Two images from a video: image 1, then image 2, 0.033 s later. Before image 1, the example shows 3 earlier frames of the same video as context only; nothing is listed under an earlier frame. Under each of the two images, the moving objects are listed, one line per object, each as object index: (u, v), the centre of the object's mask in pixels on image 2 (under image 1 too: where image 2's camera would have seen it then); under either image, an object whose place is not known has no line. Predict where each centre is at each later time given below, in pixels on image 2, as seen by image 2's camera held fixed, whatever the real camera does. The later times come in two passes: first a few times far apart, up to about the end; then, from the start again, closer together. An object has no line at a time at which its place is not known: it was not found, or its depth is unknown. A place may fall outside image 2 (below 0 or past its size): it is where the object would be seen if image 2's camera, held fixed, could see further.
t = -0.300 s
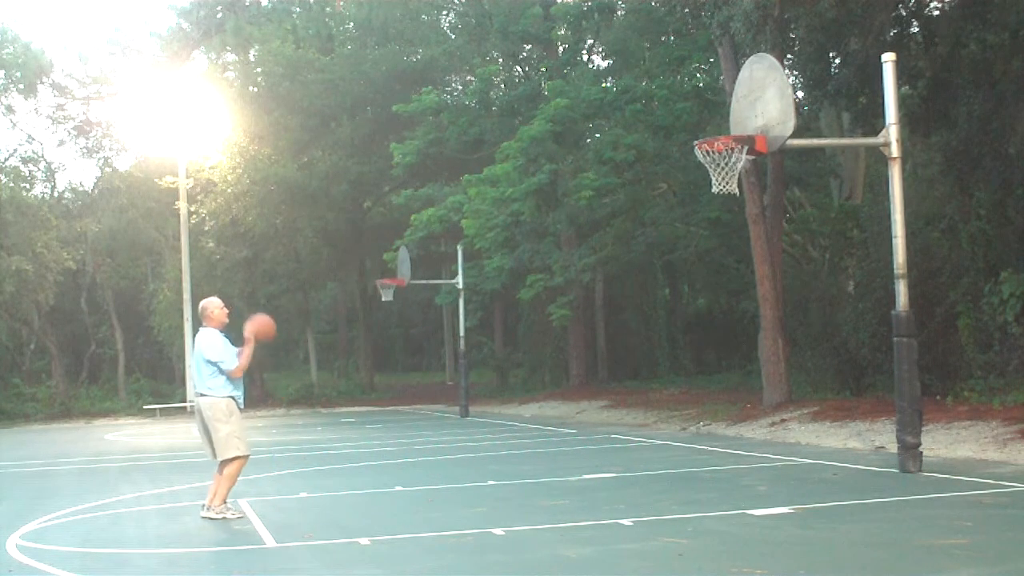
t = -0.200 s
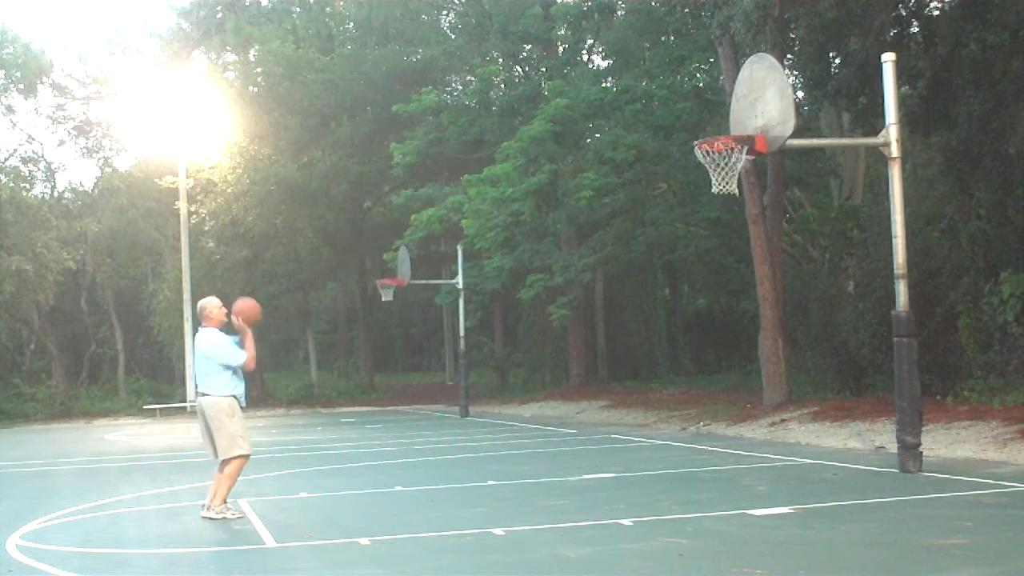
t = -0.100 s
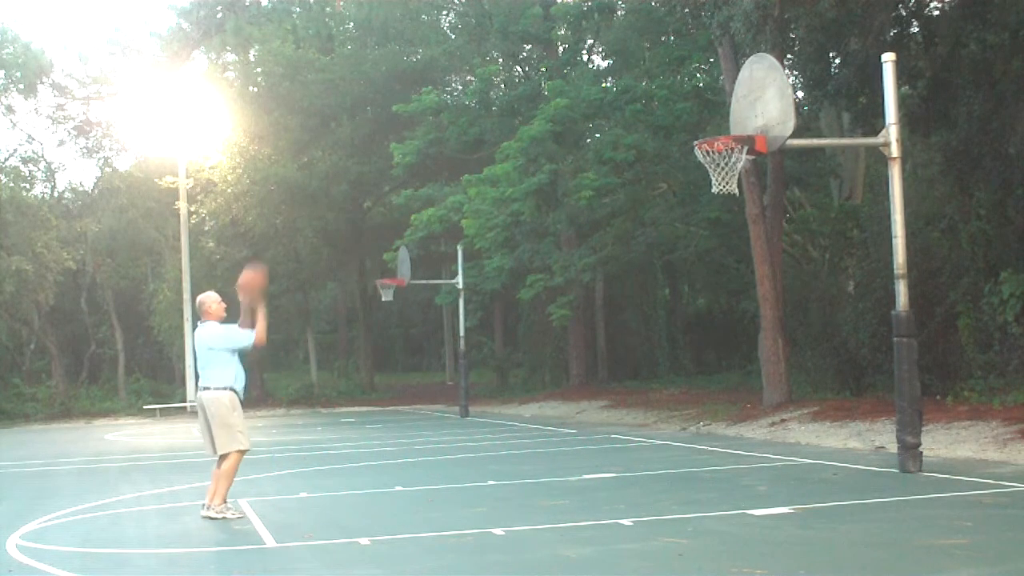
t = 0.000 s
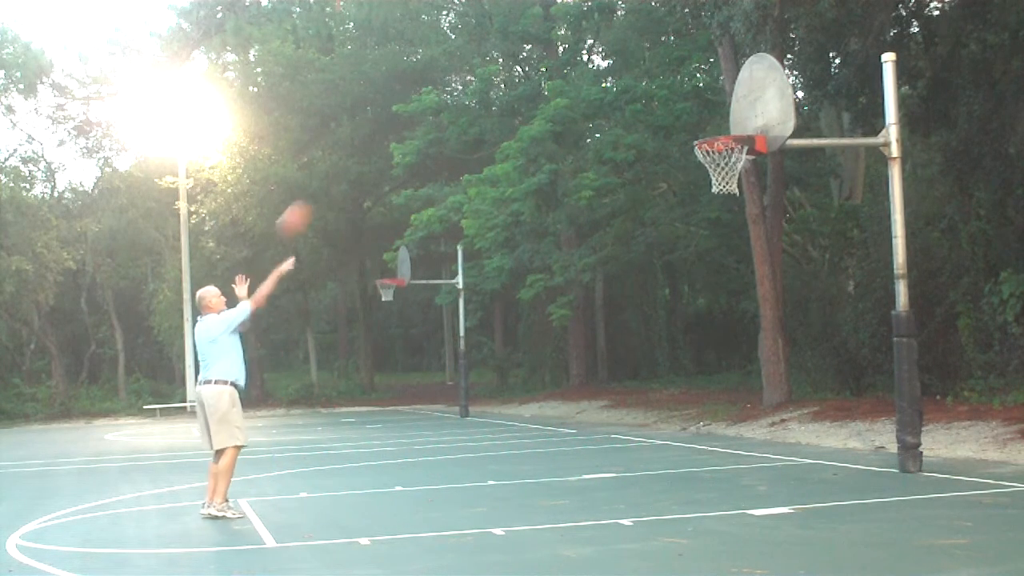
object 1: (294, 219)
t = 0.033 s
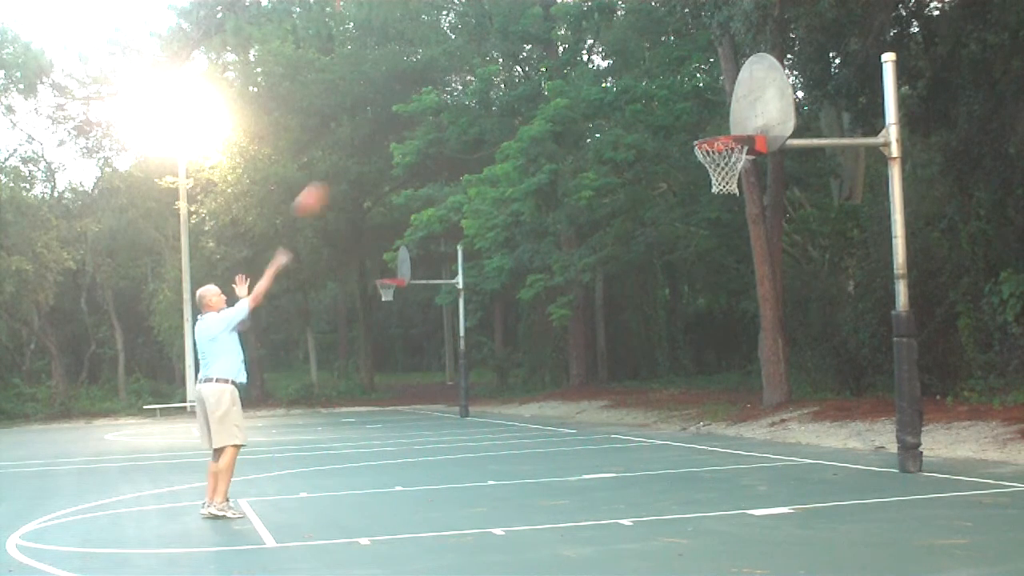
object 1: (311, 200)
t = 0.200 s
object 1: (392, 125)
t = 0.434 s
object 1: (500, 73)
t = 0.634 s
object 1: (594, 76)
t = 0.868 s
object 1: (701, 127)
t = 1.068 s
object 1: (748, 118)
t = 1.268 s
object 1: (714, 111)
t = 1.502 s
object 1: (683, 127)
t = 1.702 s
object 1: (662, 165)
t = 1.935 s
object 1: (641, 274)
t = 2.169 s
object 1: (622, 455)
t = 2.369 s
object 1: (596, 391)
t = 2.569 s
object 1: (570, 319)
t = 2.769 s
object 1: (546, 291)
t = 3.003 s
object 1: (519, 318)
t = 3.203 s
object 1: (497, 395)
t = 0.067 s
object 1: (328, 182)
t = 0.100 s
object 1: (344, 165)
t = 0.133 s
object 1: (360, 150)
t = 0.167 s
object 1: (376, 137)
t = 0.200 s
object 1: (392, 125)
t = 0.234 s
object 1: (406, 114)
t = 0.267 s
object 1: (424, 103)
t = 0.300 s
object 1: (439, 95)
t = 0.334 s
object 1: (455, 88)
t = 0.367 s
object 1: (471, 81)
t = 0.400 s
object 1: (486, 77)
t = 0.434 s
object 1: (500, 73)
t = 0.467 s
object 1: (518, 70)
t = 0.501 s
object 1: (535, 68)
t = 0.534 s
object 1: (549, 69)
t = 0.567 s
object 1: (564, 70)
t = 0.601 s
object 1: (581, 73)
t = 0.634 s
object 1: (594, 76)
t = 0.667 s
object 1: (612, 81)
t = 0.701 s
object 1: (627, 87)
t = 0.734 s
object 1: (642, 94)
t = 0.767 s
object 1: (658, 102)
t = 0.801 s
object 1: (672, 112)
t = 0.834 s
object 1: (688, 123)
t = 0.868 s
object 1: (701, 127)
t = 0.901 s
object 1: (709, 124)
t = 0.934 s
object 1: (716, 123)
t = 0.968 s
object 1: (725, 122)
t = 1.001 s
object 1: (733, 123)
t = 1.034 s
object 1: (743, 123)
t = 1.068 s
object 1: (748, 118)
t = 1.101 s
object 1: (742, 115)
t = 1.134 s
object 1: (735, 112)
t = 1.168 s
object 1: (730, 110)
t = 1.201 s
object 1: (724, 109)
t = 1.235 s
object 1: (719, 109)
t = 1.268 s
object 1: (714, 111)
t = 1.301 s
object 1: (708, 115)
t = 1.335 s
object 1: (702, 120)
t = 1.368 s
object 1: (697, 125)
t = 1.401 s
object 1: (693, 125)
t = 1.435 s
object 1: (690, 124)
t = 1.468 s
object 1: (686, 125)
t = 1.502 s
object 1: (683, 127)
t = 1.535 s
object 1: (680, 131)
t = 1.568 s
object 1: (676, 135)
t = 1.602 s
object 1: (672, 140)
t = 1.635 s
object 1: (669, 147)
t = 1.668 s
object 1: (666, 156)
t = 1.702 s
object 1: (662, 165)
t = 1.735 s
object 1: (659, 176)
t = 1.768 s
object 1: (656, 189)
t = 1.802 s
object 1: (652, 203)
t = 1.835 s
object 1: (650, 218)
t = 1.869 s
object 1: (647, 235)
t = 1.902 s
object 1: (644, 254)
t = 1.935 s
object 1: (641, 274)
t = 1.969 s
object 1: (639, 295)
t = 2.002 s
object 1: (636, 317)
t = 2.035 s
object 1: (633, 341)
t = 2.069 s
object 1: (630, 366)
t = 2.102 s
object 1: (628, 390)
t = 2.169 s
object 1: (622, 455)
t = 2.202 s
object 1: (619, 482)
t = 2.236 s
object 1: (615, 467)
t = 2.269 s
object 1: (610, 448)
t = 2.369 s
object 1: (596, 391)
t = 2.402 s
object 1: (592, 378)
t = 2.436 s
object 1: (588, 365)
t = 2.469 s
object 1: (584, 350)
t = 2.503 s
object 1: (579, 338)
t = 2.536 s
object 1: (575, 328)
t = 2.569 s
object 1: (570, 319)
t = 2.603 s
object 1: (566, 311)
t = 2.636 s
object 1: (562, 305)
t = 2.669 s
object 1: (558, 299)
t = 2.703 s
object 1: (553, 295)
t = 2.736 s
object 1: (549, 292)
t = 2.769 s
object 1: (546, 291)
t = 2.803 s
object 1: (542, 292)
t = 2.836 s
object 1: (538, 292)
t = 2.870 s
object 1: (534, 295)
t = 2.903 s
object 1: (530, 299)
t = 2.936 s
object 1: (526, 304)
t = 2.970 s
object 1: (522, 310)
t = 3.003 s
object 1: (519, 318)
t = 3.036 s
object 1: (516, 327)
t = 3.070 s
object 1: (512, 339)
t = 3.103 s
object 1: (508, 351)
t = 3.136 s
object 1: (505, 365)
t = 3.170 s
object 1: (501, 379)
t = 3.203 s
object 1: (497, 395)
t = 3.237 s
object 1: (495, 412)
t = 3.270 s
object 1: (491, 434)
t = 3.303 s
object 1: (487, 455)
